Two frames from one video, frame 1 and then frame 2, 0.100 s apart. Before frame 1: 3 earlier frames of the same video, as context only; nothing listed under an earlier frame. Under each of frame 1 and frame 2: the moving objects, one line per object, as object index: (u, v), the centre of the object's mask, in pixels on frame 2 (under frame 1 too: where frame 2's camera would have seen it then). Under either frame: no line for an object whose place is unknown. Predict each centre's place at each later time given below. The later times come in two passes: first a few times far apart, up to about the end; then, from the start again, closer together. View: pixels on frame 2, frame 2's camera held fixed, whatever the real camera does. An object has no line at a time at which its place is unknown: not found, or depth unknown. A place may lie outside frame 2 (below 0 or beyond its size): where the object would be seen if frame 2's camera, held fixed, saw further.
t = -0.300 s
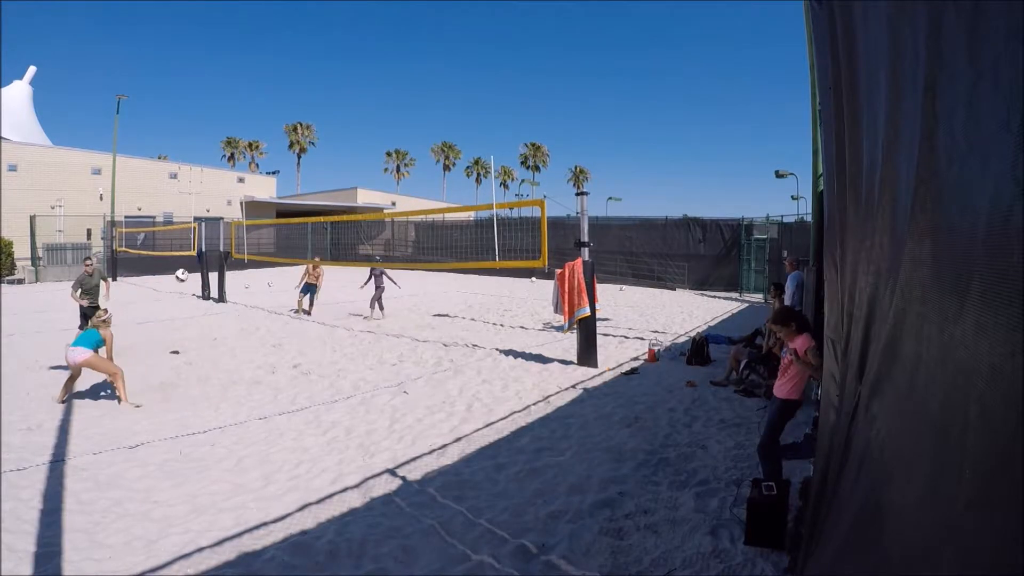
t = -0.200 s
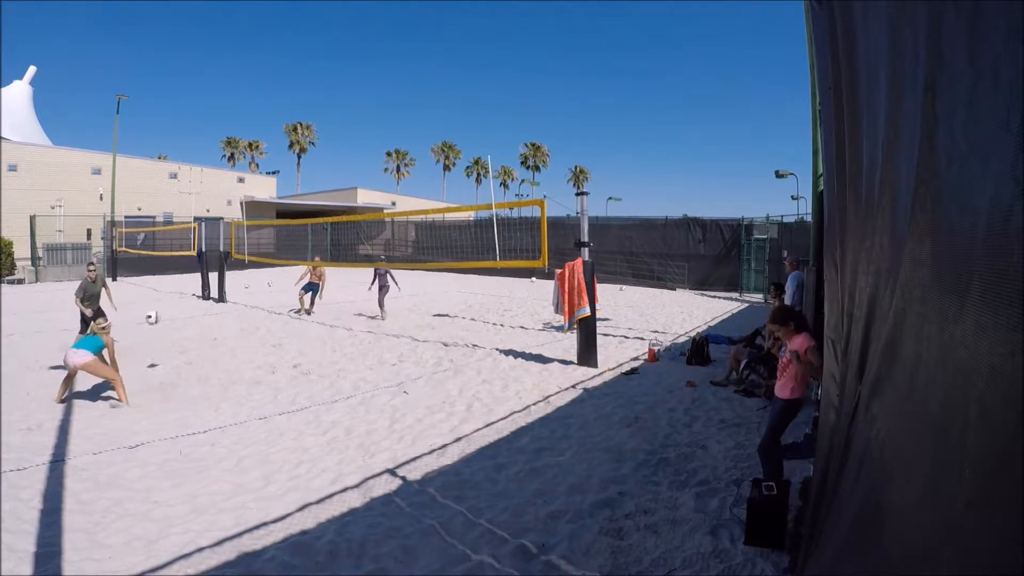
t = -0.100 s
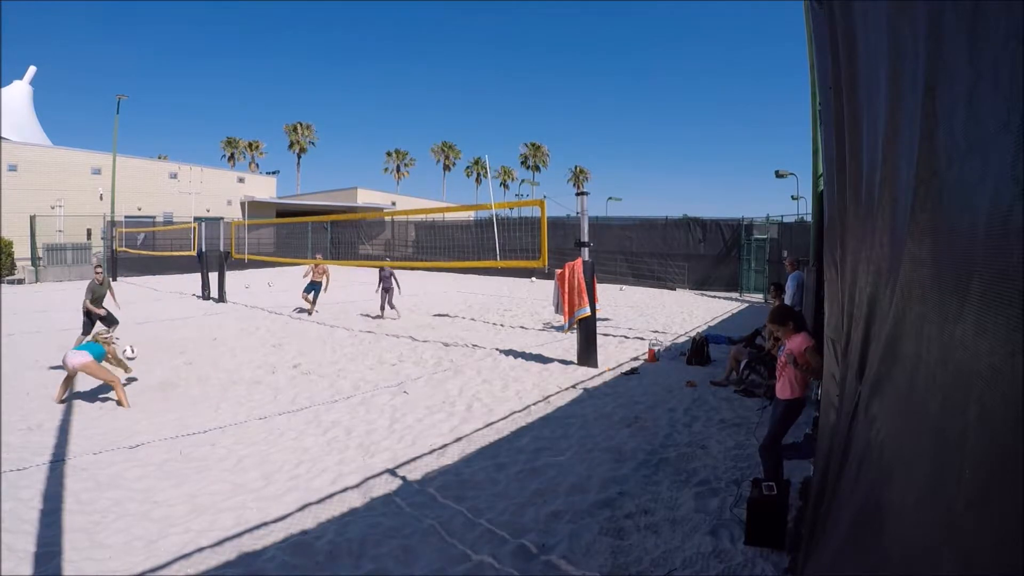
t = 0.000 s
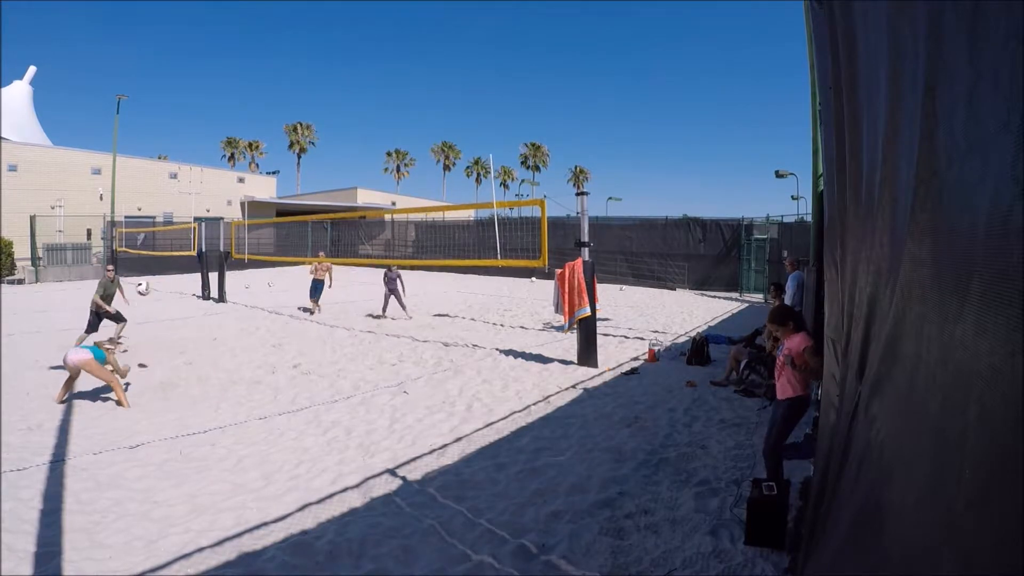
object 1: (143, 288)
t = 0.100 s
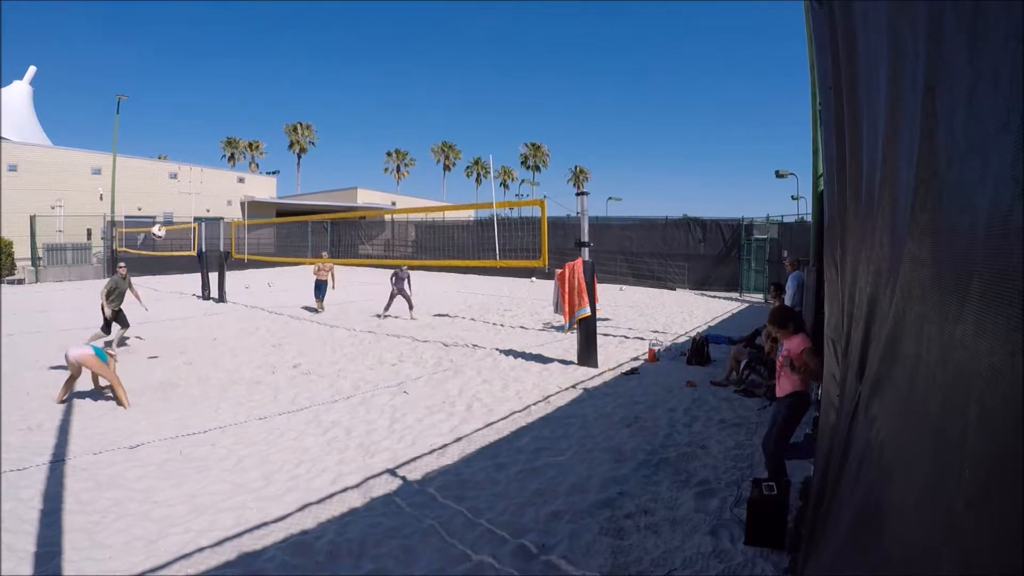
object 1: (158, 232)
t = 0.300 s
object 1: (190, 145)
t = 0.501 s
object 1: (220, 92)
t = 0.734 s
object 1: (251, 64)
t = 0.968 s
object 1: (278, 71)
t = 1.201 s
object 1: (303, 111)
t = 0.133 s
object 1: (164, 215)
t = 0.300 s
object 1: (190, 145)
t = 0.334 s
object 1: (195, 134)
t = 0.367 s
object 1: (200, 124)
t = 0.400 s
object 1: (205, 115)
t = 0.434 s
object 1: (210, 106)
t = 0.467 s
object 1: (215, 99)
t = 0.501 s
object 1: (220, 92)
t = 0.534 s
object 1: (224, 86)
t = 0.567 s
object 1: (229, 80)
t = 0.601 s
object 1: (234, 76)
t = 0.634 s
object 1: (238, 72)
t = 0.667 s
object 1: (243, 69)
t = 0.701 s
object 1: (247, 66)
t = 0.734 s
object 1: (251, 64)
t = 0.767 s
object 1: (255, 64)
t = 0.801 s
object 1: (259, 63)
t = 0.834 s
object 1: (263, 63)
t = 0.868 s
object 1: (267, 64)
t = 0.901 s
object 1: (271, 66)
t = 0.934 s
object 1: (274, 68)
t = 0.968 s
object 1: (278, 71)
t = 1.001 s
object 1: (281, 75)
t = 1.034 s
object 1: (285, 79)
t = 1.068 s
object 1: (289, 84)
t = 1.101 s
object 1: (292, 90)
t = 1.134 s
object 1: (296, 96)
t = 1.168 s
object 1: (300, 103)
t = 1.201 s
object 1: (303, 111)
